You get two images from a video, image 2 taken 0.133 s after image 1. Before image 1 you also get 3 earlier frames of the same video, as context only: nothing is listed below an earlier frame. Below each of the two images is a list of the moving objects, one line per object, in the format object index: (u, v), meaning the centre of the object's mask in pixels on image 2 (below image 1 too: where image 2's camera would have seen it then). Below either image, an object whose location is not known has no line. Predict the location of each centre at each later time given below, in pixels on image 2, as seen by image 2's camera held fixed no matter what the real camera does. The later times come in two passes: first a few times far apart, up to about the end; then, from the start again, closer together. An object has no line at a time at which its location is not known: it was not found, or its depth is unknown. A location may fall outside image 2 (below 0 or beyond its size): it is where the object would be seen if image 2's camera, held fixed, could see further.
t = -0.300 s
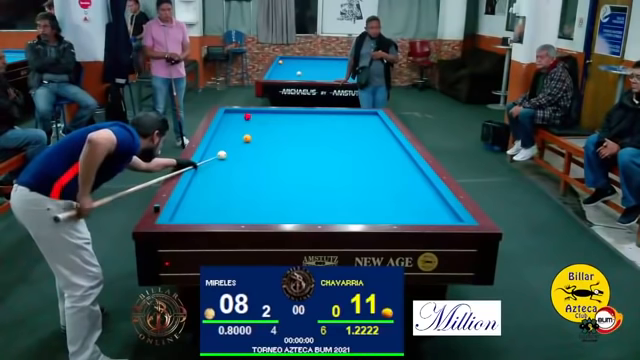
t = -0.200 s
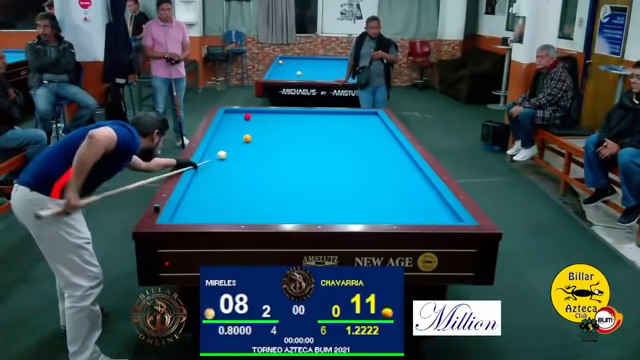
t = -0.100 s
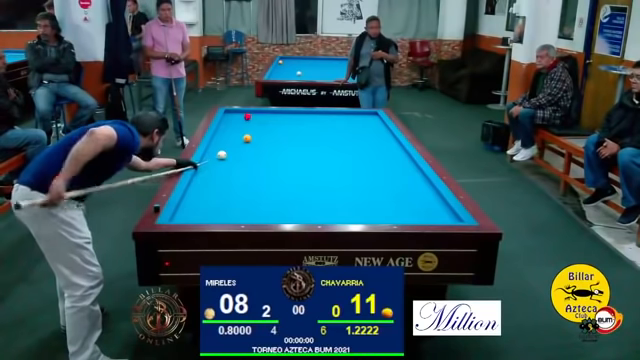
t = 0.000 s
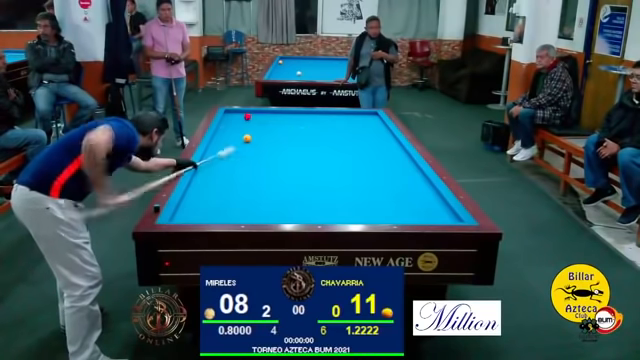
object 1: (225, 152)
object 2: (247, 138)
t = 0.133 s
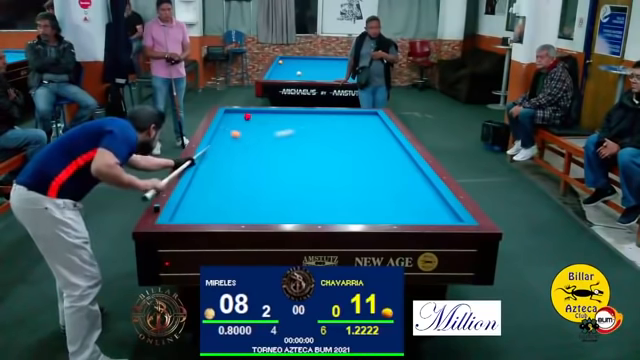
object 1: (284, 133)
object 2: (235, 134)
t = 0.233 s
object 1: (327, 124)
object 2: (220, 129)
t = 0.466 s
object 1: (347, 113)
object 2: (247, 123)
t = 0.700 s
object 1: (278, 125)
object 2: (268, 118)
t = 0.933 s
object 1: (222, 138)
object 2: (287, 113)
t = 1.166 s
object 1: (271, 154)
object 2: (307, 112)
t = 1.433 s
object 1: (327, 176)
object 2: (332, 116)
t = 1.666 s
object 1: (387, 199)
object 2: (354, 119)
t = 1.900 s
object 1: (449, 214)
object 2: (376, 123)
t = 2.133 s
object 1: (391, 195)
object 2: (375, 126)
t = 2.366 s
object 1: (351, 181)
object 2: (365, 130)
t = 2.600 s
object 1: (317, 170)
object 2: (355, 133)
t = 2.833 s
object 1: (286, 160)
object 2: (344, 137)
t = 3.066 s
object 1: (259, 151)
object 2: (333, 140)
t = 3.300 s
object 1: (235, 143)
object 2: (322, 144)
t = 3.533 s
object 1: (217, 136)
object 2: (310, 148)
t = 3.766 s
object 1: (232, 132)
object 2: (298, 152)
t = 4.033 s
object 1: (246, 127)
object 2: (284, 157)
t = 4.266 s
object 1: (257, 124)
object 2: (271, 162)
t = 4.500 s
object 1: (267, 121)
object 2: (257, 167)
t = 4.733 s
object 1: (277, 118)
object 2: (243, 171)
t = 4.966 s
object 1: (287, 115)
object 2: (228, 176)
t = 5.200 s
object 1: (295, 112)
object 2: (213, 182)
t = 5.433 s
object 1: (301, 112)
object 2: (197, 187)
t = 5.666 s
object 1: (306, 113)
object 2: (193, 192)
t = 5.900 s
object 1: (310, 115)
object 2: (198, 196)
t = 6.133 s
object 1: (314, 116)
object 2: (203, 200)
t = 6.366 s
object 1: (319, 117)
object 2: (209, 204)
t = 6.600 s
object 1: (323, 119)
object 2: (214, 208)
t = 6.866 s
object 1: (327, 120)
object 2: (220, 213)
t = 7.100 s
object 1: (331, 122)
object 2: (225, 216)
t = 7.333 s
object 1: (335, 123)
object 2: (230, 218)
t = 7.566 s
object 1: (339, 124)
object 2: (235, 216)
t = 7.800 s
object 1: (343, 125)
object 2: (239, 215)
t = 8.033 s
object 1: (346, 126)
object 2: (243, 214)
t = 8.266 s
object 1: (350, 127)
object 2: (246, 212)
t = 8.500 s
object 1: (353, 128)
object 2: (249, 211)
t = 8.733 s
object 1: (356, 129)
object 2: (252, 209)
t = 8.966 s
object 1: (359, 130)
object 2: (254, 208)
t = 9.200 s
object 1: (361, 131)
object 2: (256, 207)
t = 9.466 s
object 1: (364, 132)
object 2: (258, 206)
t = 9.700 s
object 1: (366, 133)
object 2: (259, 206)
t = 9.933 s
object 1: (368, 134)
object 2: (260, 205)
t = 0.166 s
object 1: (299, 130)
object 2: (229, 132)
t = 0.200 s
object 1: (314, 127)
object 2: (224, 131)
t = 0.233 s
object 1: (327, 124)
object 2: (220, 129)
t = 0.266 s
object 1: (342, 122)
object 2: (223, 128)
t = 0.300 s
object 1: (353, 120)
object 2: (228, 127)
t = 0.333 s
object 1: (365, 117)
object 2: (232, 126)
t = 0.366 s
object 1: (374, 115)
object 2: (236, 125)
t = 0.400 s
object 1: (368, 113)
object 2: (240, 124)
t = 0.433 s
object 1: (357, 111)
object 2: (243, 124)
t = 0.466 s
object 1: (347, 113)
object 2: (247, 123)
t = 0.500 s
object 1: (338, 115)
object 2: (250, 123)
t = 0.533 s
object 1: (328, 116)
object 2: (253, 121)
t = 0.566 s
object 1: (318, 118)
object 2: (256, 121)
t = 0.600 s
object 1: (309, 119)
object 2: (259, 121)
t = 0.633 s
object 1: (298, 122)
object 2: (262, 119)
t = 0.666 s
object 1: (288, 123)
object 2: (265, 119)
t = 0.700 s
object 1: (278, 125)
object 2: (268, 118)
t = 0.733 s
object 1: (267, 126)
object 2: (271, 117)
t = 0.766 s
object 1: (257, 128)
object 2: (274, 116)
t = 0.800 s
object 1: (247, 130)
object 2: (277, 116)
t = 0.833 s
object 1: (235, 132)
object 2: (279, 115)
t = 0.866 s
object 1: (225, 133)
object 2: (282, 115)
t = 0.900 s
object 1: (217, 136)
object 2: (285, 114)
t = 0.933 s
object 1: (222, 138)
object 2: (287, 113)
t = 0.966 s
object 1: (230, 140)
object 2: (290, 112)
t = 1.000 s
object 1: (237, 142)
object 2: (292, 112)
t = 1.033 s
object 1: (244, 145)
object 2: (295, 111)
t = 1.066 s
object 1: (251, 147)
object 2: (298, 111)
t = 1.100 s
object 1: (258, 150)
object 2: (301, 112)
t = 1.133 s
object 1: (265, 152)
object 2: (304, 112)
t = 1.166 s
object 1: (271, 154)
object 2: (307, 112)
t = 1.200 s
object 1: (278, 157)
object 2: (310, 113)
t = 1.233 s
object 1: (285, 159)
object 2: (313, 114)
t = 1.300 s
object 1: (298, 165)
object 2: (319, 115)
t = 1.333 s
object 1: (305, 167)
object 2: (323, 115)
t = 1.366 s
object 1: (312, 170)
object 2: (326, 116)
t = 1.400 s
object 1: (320, 173)
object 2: (329, 116)
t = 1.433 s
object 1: (327, 176)
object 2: (332, 116)
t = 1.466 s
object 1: (335, 179)
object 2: (335, 117)
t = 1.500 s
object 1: (343, 182)
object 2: (338, 117)
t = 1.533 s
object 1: (352, 185)
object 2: (341, 118)
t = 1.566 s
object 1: (360, 189)
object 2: (344, 118)
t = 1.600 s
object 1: (369, 192)
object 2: (347, 118)
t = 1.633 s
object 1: (378, 196)
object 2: (350, 119)
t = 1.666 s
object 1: (387, 199)
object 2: (354, 119)
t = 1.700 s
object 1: (397, 203)
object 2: (357, 120)
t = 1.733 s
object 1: (407, 207)
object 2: (360, 120)
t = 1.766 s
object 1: (418, 211)
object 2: (363, 121)
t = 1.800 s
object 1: (429, 215)
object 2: (366, 121)
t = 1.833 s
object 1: (439, 218)
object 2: (370, 122)
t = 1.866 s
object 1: (448, 217)
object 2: (373, 123)
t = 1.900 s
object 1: (449, 214)
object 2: (376, 123)
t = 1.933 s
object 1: (440, 210)
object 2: (379, 124)
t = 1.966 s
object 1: (430, 207)
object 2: (382, 124)
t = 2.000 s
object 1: (421, 205)
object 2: (380, 125)
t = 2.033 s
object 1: (413, 202)
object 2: (379, 125)
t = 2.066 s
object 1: (405, 199)
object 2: (378, 125)
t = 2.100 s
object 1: (398, 197)
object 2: (377, 126)
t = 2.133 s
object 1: (391, 195)
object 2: (375, 126)
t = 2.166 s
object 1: (385, 192)
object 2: (373, 126)
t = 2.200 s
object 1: (378, 191)
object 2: (372, 127)
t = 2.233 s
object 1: (373, 189)
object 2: (371, 127)
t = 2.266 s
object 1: (367, 187)
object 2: (369, 128)
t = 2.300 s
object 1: (361, 185)
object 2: (368, 128)
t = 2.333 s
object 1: (356, 183)
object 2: (366, 129)
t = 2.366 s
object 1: (351, 181)
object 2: (365, 130)
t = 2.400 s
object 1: (346, 180)
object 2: (363, 130)
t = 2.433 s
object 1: (341, 178)
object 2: (362, 131)
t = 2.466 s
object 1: (336, 176)
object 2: (361, 131)
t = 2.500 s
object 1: (331, 175)
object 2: (359, 132)
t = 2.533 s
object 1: (326, 173)
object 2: (357, 132)
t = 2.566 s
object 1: (321, 172)
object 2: (356, 133)
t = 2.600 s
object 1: (317, 170)
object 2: (355, 133)
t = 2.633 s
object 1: (312, 169)
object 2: (353, 134)
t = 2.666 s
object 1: (308, 167)
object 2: (352, 134)
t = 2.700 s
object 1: (303, 166)
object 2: (350, 135)
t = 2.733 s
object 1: (299, 165)
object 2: (349, 135)
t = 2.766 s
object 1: (295, 163)
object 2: (347, 136)
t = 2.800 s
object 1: (290, 161)
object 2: (346, 136)
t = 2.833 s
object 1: (286, 160)
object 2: (344, 137)
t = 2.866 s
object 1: (282, 158)
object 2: (342, 137)
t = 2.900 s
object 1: (278, 157)
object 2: (341, 138)
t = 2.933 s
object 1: (274, 156)
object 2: (339, 138)
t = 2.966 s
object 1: (270, 154)
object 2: (338, 139)
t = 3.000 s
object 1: (266, 153)
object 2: (336, 139)
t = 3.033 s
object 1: (263, 152)
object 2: (335, 140)
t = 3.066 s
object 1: (259, 151)
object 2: (333, 140)
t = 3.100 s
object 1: (256, 149)
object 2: (331, 141)
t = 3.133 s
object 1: (252, 148)
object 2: (330, 142)
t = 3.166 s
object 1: (249, 147)
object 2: (328, 142)
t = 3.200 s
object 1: (245, 146)
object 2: (327, 142)
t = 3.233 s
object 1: (242, 145)
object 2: (325, 143)
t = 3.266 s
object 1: (238, 144)
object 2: (324, 143)
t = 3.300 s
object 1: (235, 143)
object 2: (322, 144)
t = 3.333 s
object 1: (232, 142)
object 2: (320, 145)
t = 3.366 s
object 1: (229, 140)
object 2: (319, 145)
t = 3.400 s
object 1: (225, 139)
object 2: (317, 146)
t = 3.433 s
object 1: (223, 138)
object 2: (315, 147)
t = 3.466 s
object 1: (220, 137)
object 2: (313, 147)
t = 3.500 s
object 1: (217, 136)
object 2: (312, 148)
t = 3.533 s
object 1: (217, 136)
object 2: (310, 148)
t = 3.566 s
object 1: (220, 135)
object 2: (309, 148)
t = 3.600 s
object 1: (222, 134)
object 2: (307, 149)
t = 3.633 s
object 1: (224, 134)
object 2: (305, 150)
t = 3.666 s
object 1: (227, 133)
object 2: (303, 150)
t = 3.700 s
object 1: (228, 133)
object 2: (301, 151)
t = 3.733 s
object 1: (230, 132)
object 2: (300, 152)
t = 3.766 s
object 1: (232, 132)
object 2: (298, 152)
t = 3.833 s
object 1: (236, 131)
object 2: (294, 153)
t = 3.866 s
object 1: (237, 130)
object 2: (292, 154)
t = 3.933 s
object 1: (241, 129)
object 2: (289, 155)
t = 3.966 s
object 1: (243, 129)
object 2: (287, 156)
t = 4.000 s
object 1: (244, 128)
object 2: (285, 157)
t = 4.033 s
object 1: (246, 127)
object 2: (284, 157)
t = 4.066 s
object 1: (247, 127)
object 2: (282, 158)
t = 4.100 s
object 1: (249, 126)
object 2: (280, 159)
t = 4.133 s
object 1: (250, 126)
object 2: (278, 159)
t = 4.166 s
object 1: (252, 125)
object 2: (276, 160)
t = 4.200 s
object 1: (254, 125)
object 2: (274, 160)
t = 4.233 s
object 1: (255, 124)
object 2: (272, 161)
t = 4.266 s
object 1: (257, 124)
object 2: (271, 162)
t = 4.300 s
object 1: (259, 124)
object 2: (269, 162)
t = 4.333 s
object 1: (260, 123)
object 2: (266, 163)
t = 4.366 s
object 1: (262, 122)
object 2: (265, 164)
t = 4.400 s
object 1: (263, 122)
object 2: (263, 164)
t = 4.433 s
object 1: (265, 122)
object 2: (261, 165)
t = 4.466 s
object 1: (266, 121)
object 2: (259, 166)
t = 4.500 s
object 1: (267, 121)
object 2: (257, 167)
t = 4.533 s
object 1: (269, 121)
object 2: (255, 167)
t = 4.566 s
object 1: (270, 120)
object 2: (253, 168)
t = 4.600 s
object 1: (272, 120)
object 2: (251, 169)
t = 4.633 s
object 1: (273, 119)
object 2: (249, 169)
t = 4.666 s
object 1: (274, 119)
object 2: (247, 170)
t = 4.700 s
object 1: (276, 118)
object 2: (245, 170)
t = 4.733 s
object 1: (277, 118)
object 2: (243, 171)
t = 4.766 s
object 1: (279, 117)
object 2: (241, 172)
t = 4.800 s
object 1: (280, 117)
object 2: (239, 173)
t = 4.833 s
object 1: (281, 116)
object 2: (236, 173)
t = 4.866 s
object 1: (283, 116)
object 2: (234, 174)
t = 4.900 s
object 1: (284, 116)
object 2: (232, 175)
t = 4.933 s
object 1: (285, 115)
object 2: (230, 175)
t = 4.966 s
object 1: (287, 115)
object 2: (228, 176)
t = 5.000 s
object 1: (288, 115)
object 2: (226, 177)
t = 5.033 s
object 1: (289, 115)
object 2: (224, 178)
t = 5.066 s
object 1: (290, 114)
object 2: (221, 179)
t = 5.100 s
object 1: (291, 114)
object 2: (219, 179)
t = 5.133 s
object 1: (292, 113)
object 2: (217, 180)
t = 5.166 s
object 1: (294, 113)
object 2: (215, 181)
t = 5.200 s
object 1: (295, 112)
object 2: (213, 182)
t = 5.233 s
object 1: (296, 112)
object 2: (210, 182)
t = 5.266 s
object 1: (297, 112)
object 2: (208, 183)
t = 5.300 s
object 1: (298, 112)
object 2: (206, 184)
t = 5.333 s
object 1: (299, 112)
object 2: (204, 185)
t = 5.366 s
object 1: (300, 112)
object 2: (202, 186)
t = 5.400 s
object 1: (300, 112)
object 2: (199, 186)
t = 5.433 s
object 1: (301, 112)
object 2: (197, 187)
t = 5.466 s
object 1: (302, 112)
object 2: (195, 188)
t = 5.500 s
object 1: (302, 112)
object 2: (193, 189)
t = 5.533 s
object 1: (303, 112)
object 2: (191, 189)
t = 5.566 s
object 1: (304, 112)
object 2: (191, 190)
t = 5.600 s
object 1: (305, 113)
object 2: (192, 190)
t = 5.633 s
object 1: (305, 113)
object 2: (193, 191)
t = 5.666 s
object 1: (306, 113)
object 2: (193, 192)
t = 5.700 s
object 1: (306, 113)
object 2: (194, 192)
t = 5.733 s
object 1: (307, 114)
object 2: (195, 193)
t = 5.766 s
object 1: (308, 114)
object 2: (196, 194)
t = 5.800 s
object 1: (308, 114)
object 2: (197, 194)
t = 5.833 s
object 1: (309, 114)
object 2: (197, 195)
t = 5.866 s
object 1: (310, 115)
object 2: (198, 195)
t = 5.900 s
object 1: (310, 115)
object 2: (198, 196)
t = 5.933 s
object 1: (311, 115)
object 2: (199, 197)
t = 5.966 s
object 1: (311, 115)
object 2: (200, 197)
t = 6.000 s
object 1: (312, 116)
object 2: (201, 198)
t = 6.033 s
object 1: (312, 116)
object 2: (201, 198)
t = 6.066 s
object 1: (313, 116)
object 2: (202, 199)
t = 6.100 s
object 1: (314, 116)
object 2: (203, 199)
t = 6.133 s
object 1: (314, 116)
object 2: (203, 200)
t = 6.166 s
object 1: (315, 116)
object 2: (204, 200)
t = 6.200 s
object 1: (316, 116)
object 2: (205, 201)
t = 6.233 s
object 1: (316, 117)
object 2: (206, 201)
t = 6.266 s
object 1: (317, 117)
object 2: (207, 202)
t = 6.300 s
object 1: (317, 117)
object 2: (207, 203)
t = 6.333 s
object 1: (318, 117)
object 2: (208, 203)
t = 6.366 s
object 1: (319, 117)
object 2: (209, 204)
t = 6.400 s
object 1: (319, 117)
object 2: (209, 204)
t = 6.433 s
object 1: (320, 117)
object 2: (210, 205)
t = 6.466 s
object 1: (320, 118)
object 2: (211, 206)
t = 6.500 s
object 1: (321, 118)
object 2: (212, 206)
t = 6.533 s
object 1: (322, 118)
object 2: (212, 207)
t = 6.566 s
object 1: (322, 119)
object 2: (213, 208)
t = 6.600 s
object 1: (323, 119)
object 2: (214, 208)
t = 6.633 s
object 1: (323, 119)
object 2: (215, 209)
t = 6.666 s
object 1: (324, 119)
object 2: (215, 209)
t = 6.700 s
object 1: (324, 119)
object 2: (216, 210)
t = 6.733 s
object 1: (325, 119)
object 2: (217, 211)
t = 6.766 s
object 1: (326, 120)
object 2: (217, 211)
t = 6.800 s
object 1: (327, 120)
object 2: (218, 212)
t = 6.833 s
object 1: (327, 120)
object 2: (219, 212)
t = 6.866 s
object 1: (327, 120)
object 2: (220, 213)
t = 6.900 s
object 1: (328, 120)
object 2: (221, 214)
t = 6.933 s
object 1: (329, 120)
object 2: (221, 214)
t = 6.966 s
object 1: (329, 120)
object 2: (222, 215)
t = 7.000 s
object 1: (330, 121)
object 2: (223, 215)
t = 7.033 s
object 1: (330, 121)
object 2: (224, 215)
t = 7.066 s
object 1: (331, 121)
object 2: (224, 215)
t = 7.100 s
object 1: (331, 122)
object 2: (225, 216)
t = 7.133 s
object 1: (332, 122)
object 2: (226, 216)
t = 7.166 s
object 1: (333, 122)
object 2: (226, 217)
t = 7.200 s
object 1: (333, 122)
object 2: (227, 217)
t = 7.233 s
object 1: (334, 123)
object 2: (228, 218)
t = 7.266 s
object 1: (334, 123)
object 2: (229, 218)
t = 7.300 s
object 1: (335, 123)
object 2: (229, 218)
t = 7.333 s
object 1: (335, 123)
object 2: (230, 218)
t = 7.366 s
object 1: (336, 123)
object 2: (231, 217)
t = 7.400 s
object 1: (337, 123)
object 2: (232, 217)
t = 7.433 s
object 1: (337, 123)
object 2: (232, 217)
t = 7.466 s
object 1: (338, 124)
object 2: (233, 217)
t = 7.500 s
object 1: (338, 124)
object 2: (233, 217)
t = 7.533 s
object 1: (339, 124)
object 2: (234, 216)
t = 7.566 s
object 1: (339, 124)
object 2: (235, 216)
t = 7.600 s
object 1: (340, 124)
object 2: (236, 216)
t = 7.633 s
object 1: (340, 124)
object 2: (236, 215)
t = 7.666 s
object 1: (341, 125)
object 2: (237, 216)
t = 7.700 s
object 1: (341, 125)
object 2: (238, 216)
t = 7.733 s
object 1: (342, 125)
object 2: (238, 215)
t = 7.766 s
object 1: (343, 125)
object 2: (239, 215)
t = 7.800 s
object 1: (343, 125)
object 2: (239, 215)
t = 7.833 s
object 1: (344, 125)
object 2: (240, 215)
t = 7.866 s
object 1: (344, 125)
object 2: (240, 215)
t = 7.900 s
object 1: (344, 126)
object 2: (241, 214)
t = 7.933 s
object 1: (345, 126)
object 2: (242, 214)
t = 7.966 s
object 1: (346, 126)
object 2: (242, 214)
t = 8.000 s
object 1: (346, 126)
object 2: (242, 214)
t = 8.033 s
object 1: (346, 126)
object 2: (243, 214)
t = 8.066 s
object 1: (347, 126)
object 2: (243, 213)
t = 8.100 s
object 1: (347, 127)
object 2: (244, 213)
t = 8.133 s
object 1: (348, 127)
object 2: (244, 213)
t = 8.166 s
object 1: (348, 127)
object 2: (245, 213)
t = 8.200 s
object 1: (349, 127)
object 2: (245, 213)
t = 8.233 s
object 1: (349, 127)
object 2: (246, 212)
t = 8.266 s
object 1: (350, 127)
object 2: (246, 212)
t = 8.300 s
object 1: (350, 128)
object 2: (247, 212)
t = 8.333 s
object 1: (351, 128)
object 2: (247, 212)
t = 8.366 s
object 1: (351, 128)
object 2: (248, 211)
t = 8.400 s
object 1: (352, 128)
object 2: (248, 211)
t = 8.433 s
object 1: (352, 128)
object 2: (248, 211)
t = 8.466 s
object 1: (353, 128)
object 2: (249, 211)
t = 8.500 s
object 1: (353, 128)
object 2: (249, 211)
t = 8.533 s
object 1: (353, 129)
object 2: (250, 211)
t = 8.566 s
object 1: (354, 129)
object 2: (250, 210)
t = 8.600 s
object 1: (354, 129)
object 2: (250, 210)
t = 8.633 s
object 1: (355, 129)
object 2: (251, 210)
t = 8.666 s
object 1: (355, 129)
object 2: (251, 210)
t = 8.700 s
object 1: (355, 129)
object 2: (251, 210)
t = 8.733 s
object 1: (356, 129)
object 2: (252, 209)
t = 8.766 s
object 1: (356, 129)
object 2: (252, 209)
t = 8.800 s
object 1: (357, 130)
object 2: (252, 209)
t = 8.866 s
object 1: (358, 130)
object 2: (253, 209)
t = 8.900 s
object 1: (358, 130)
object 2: (254, 208)
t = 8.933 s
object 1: (358, 130)
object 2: (254, 208)
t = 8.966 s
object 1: (359, 130)
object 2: (254, 208)
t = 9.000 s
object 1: (359, 130)
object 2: (255, 208)
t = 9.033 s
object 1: (359, 130)
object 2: (255, 208)
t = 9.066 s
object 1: (360, 131)
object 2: (255, 208)
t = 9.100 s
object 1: (360, 131)
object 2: (256, 208)
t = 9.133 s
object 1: (361, 131)
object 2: (256, 208)
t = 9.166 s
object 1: (361, 131)
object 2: (256, 208)
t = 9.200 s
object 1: (361, 131)
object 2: (256, 207)
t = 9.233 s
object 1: (362, 131)
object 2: (257, 207)
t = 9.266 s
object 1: (362, 132)
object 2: (257, 207)
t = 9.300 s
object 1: (362, 132)
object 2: (257, 207)
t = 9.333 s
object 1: (363, 132)
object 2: (257, 207)
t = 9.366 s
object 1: (363, 132)
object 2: (258, 207)
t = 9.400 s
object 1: (363, 132)
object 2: (258, 207)
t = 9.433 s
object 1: (364, 132)
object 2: (258, 207)
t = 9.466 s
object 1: (364, 132)
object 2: (258, 206)
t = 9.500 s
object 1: (364, 132)
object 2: (258, 206)
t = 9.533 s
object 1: (365, 132)
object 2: (258, 206)
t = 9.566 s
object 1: (365, 132)
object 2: (259, 206)
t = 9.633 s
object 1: (366, 133)
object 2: (259, 206)
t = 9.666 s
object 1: (366, 133)
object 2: (259, 206)
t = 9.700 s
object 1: (366, 133)
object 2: (259, 206)
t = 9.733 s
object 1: (366, 133)
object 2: (259, 206)
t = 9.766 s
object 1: (367, 133)
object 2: (260, 206)
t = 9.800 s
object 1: (367, 133)
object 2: (260, 206)
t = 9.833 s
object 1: (367, 133)
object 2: (260, 205)
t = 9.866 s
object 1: (367, 133)
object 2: (260, 205)
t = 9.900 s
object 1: (368, 133)
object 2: (260, 205)
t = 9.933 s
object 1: (368, 134)
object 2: (260, 205)
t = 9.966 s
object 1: (368, 134)
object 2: (260, 205)
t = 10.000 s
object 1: (369, 134)
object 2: (260, 205)
